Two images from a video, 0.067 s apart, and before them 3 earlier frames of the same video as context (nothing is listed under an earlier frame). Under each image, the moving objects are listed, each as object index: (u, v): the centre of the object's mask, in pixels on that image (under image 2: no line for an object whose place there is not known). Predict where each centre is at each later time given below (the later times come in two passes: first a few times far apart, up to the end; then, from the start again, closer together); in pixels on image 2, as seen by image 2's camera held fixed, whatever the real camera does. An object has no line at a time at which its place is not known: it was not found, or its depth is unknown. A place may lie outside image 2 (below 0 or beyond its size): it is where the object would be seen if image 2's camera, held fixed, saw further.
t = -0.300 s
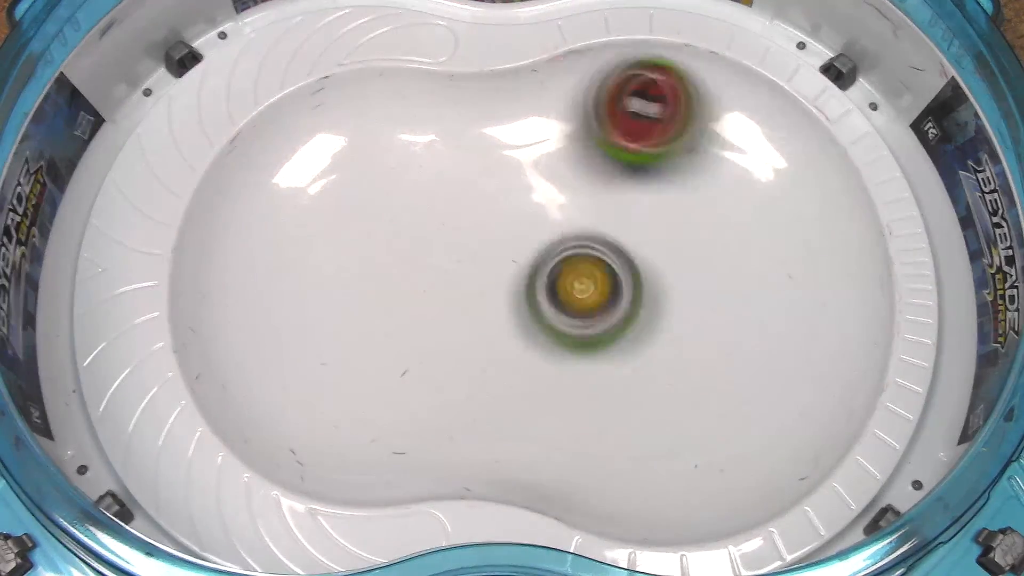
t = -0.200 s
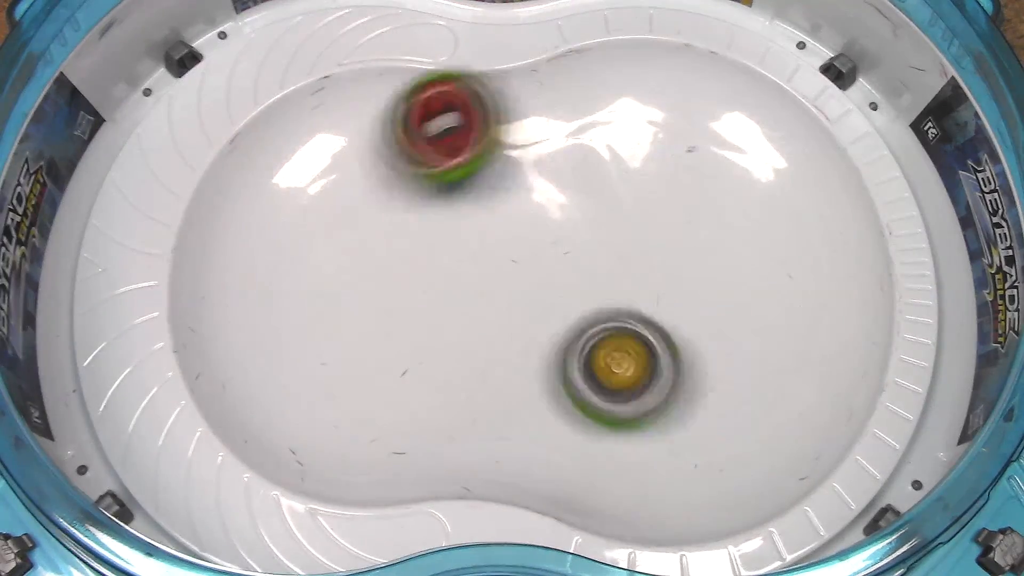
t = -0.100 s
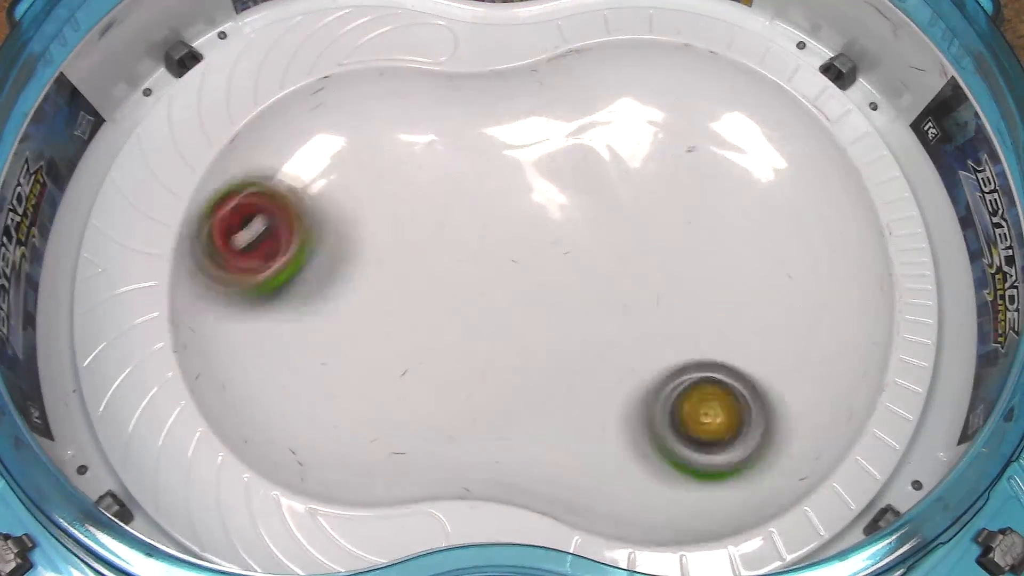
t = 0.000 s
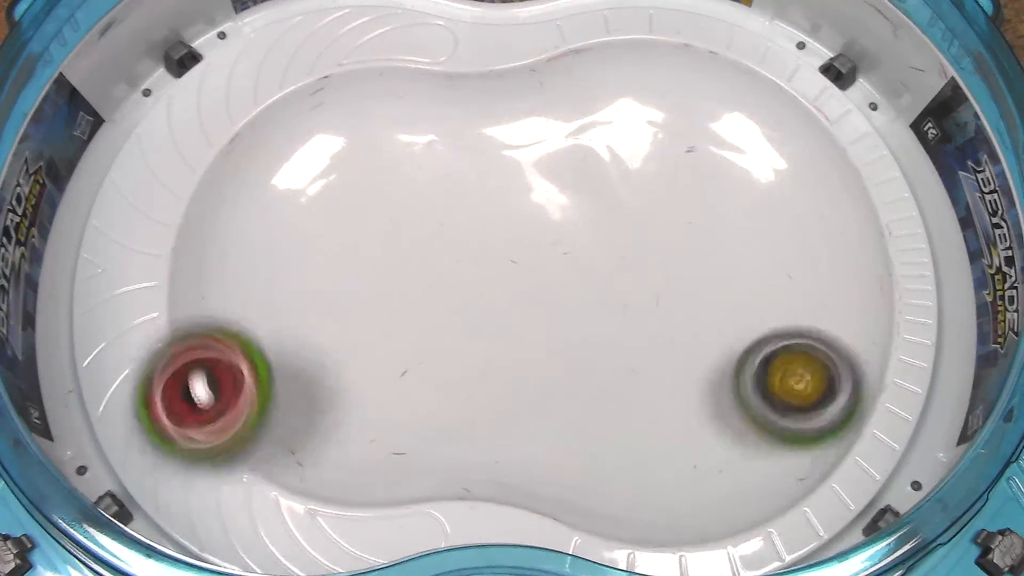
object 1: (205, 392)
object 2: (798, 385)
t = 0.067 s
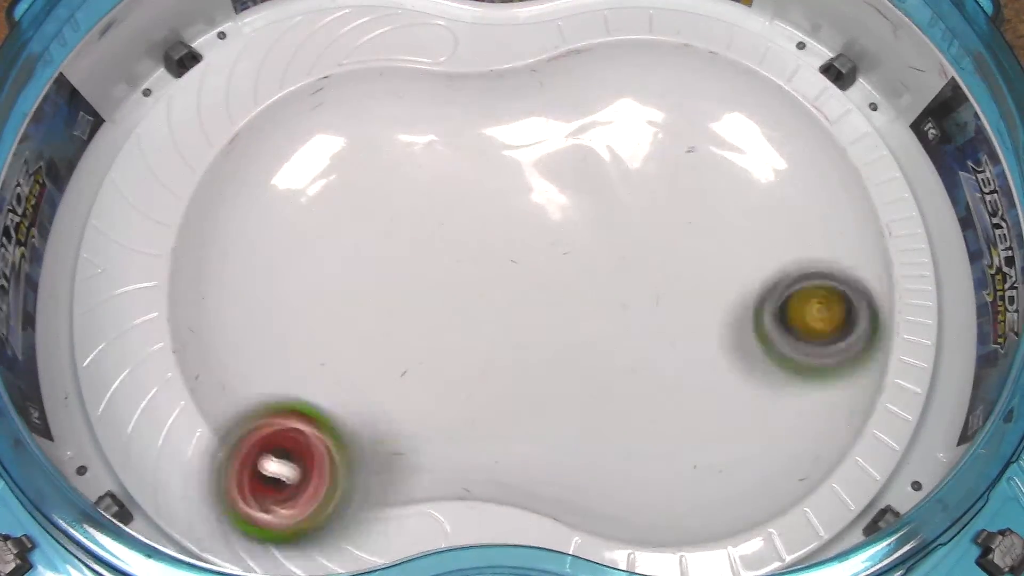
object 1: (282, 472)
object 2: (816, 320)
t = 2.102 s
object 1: (308, 374)
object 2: (751, 185)
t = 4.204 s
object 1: (713, 316)
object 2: (457, 326)
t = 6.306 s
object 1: (621, 178)
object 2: (744, 286)
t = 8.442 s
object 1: (369, 163)
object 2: (701, 259)
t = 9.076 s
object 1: (516, 364)
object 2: (631, 240)
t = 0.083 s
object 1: (309, 483)
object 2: (815, 300)
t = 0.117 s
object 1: (370, 502)
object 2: (801, 262)
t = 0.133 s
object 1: (397, 507)
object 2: (790, 243)
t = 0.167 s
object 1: (450, 514)
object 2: (764, 213)
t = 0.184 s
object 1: (478, 512)
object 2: (746, 199)
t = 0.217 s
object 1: (531, 499)
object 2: (706, 177)
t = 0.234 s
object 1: (555, 493)
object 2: (685, 169)
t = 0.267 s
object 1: (600, 482)
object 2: (646, 159)
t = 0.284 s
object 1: (621, 476)
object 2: (625, 156)
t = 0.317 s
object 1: (665, 448)
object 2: (582, 158)
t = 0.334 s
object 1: (690, 427)
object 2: (563, 161)
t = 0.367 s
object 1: (740, 377)
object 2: (524, 174)
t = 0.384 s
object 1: (764, 351)
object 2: (501, 182)
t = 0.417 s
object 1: (803, 292)
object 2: (461, 201)
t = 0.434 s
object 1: (820, 260)
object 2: (435, 212)
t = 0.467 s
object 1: (836, 192)
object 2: (397, 228)
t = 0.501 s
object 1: (824, 131)
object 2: (359, 246)
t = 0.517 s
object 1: (812, 101)
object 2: (342, 254)
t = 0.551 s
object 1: (773, 52)
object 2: (316, 271)
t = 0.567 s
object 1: (750, 39)
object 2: (303, 281)
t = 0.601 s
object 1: (698, 22)
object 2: (282, 304)
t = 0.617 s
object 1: (675, 16)
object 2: (275, 317)
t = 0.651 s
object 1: (639, 16)
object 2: (266, 344)
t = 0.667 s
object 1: (614, 20)
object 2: (265, 358)
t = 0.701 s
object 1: (572, 30)
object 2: (273, 385)
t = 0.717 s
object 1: (552, 37)
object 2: (280, 396)
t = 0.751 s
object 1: (511, 63)
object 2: (304, 415)
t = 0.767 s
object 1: (490, 86)
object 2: (322, 422)
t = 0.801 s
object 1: (448, 141)
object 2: (363, 425)
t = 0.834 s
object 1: (403, 196)
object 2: (407, 418)
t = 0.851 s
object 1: (382, 224)
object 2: (431, 409)
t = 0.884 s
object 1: (339, 283)
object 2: (471, 388)
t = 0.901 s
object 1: (319, 312)
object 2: (491, 376)
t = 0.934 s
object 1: (288, 368)
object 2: (525, 351)
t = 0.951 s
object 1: (275, 396)
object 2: (540, 338)
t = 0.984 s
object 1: (271, 430)
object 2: (570, 309)
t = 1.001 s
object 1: (274, 447)
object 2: (584, 294)
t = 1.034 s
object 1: (288, 472)
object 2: (607, 266)
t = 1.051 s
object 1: (299, 484)
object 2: (616, 254)
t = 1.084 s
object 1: (321, 509)
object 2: (635, 227)
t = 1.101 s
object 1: (330, 518)
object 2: (643, 214)
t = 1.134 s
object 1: (345, 532)
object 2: (656, 191)
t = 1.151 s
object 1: (350, 538)
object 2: (662, 180)
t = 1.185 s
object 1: (361, 530)
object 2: (668, 159)
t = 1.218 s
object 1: (369, 520)
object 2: (671, 142)
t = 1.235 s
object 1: (374, 517)
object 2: (671, 134)
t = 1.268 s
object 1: (379, 509)
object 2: (668, 124)
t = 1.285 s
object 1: (380, 508)
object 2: (666, 119)
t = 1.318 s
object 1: (379, 499)
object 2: (658, 116)
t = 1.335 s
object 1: (379, 496)
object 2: (653, 117)
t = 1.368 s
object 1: (382, 485)
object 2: (643, 121)
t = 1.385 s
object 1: (385, 478)
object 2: (636, 126)
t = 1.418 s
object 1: (392, 463)
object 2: (624, 136)
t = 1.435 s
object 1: (397, 452)
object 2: (618, 142)
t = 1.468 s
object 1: (406, 419)
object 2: (606, 155)
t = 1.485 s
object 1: (411, 398)
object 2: (603, 161)
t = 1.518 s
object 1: (425, 348)
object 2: (596, 174)
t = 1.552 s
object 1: (440, 302)
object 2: (593, 187)
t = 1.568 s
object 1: (448, 279)
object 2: (592, 193)
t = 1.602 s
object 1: (461, 237)
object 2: (591, 207)
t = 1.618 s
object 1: (466, 218)
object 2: (592, 213)
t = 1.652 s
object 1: (470, 181)
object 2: (598, 226)
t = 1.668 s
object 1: (468, 163)
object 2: (605, 235)
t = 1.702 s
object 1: (460, 131)
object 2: (623, 248)
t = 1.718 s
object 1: (456, 119)
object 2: (633, 253)
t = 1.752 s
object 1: (442, 99)
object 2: (657, 264)
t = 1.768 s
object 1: (434, 96)
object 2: (669, 267)
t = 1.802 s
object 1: (416, 102)
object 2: (694, 272)
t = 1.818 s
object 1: (405, 110)
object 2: (707, 273)
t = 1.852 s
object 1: (382, 129)
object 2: (729, 272)
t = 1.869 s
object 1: (369, 142)
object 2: (739, 269)
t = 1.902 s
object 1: (340, 167)
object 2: (757, 262)
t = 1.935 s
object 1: (311, 193)
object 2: (770, 251)
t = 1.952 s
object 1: (297, 208)
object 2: (774, 245)
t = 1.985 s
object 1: (278, 241)
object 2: (780, 231)
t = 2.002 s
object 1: (273, 259)
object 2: (780, 224)
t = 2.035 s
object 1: (270, 300)
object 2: (776, 209)
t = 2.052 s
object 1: (275, 318)
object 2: (772, 201)
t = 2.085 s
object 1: (294, 357)
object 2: (759, 189)
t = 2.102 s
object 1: (308, 374)
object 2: (751, 185)
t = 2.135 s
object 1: (347, 399)
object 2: (731, 180)
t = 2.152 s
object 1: (368, 406)
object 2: (721, 181)
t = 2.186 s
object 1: (415, 412)
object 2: (701, 185)
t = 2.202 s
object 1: (439, 410)
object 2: (690, 190)
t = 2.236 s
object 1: (490, 404)
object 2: (671, 202)
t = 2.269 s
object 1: (545, 390)
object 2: (653, 220)
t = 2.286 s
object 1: (573, 382)
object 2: (645, 230)
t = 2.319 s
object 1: (628, 367)
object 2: (631, 253)
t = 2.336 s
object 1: (653, 374)
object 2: (629, 255)
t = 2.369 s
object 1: (698, 388)
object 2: (628, 248)
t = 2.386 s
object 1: (718, 391)
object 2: (628, 246)
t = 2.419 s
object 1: (756, 388)
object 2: (628, 246)
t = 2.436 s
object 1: (772, 383)
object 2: (628, 247)
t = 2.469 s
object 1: (800, 365)
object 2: (626, 253)
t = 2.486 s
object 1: (810, 353)
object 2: (625, 258)
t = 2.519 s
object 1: (821, 323)
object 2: (621, 268)
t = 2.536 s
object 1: (823, 307)
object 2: (619, 275)
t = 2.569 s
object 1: (817, 270)
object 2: (615, 286)
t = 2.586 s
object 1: (810, 252)
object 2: (614, 292)
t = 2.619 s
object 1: (785, 213)
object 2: (612, 303)
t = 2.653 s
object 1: (748, 178)
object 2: (610, 314)
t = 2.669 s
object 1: (727, 164)
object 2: (609, 319)
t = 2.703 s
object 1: (681, 142)
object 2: (611, 328)
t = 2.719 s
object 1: (655, 133)
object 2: (612, 332)
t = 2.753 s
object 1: (605, 125)
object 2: (618, 339)
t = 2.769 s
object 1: (580, 124)
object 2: (621, 343)
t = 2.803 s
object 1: (532, 130)
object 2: (631, 349)
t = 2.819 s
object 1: (507, 137)
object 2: (635, 352)
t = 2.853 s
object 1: (456, 157)
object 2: (646, 355)
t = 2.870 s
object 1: (429, 169)
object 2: (650, 356)
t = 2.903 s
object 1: (376, 193)
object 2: (660, 354)
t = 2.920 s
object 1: (353, 205)
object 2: (665, 353)
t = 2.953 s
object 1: (308, 231)
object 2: (673, 348)
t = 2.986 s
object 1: (271, 262)
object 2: (680, 340)
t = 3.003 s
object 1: (255, 280)
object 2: (682, 335)
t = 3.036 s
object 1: (233, 319)
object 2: (685, 324)
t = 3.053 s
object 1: (228, 336)
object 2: (686, 318)
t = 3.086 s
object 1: (232, 372)
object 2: (686, 306)
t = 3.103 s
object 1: (242, 388)
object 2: (685, 300)
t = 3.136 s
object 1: (282, 418)
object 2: (683, 289)
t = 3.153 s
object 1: (304, 425)
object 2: (681, 283)
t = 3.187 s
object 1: (366, 428)
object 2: (677, 271)
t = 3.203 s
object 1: (397, 421)
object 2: (673, 265)
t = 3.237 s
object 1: (459, 405)
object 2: (666, 253)
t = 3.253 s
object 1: (495, 395)
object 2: (662, 247)
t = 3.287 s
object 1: (554, 372)
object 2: (653, 237)
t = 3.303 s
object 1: (583, 362)
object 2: (649, 233)
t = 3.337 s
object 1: (635, 338)
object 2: (640, 227)
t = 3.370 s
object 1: (674, 338)
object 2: (640, 198)
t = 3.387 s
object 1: (692, 338)
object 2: (640, 186)
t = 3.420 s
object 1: (723, 335)
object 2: (639, 161)
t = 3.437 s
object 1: (734, 331)
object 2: (639, 152)
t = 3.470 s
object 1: (750, 319)
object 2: (633, 137)
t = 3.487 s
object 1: (754, 312)
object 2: (631, 132)
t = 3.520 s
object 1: (758, 292)
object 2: (622, 125)
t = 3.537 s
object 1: (757, 280)
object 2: (616, 123)
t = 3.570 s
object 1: (749, 256)
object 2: (605, 124)
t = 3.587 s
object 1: (743, 242)
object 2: (599, 125)
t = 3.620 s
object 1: (726, 219)
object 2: (588, 132)
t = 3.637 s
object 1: (714, 209)
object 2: (584, 137)
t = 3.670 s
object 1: (690, 192)
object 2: (578, 147)
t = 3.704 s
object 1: (694, 205)
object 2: (552, 139)
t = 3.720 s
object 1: (697, 212)
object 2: (538, 136)
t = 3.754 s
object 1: (700, 228)
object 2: (515, 135)
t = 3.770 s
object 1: (703, 236)
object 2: (507, 134)
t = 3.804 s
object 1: (707, 250)
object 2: (490, 140)
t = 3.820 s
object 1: (709, 257)
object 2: (480, 143)
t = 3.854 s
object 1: (715, 268)
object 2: (464, 152)
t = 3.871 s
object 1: (720, 275)
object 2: (456, 160)
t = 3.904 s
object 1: (727, 284)
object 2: (440, 173)
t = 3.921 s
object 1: (730, 287)
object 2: (435, 179)
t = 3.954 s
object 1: (735, 294)
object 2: (425, 195)
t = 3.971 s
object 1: (737, 297)
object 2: (419, 202)
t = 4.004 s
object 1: (741, 301)
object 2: (416, 217)
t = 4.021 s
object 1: (742, 302)
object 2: (417, 226)
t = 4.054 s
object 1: (743, 305)
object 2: (419, 242)
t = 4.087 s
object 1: (740, 306)
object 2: (423, 259)
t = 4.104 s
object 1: (736, 307)
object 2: (428, 268)
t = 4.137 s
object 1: (730, 309)
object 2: (436, 288)
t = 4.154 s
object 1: (727, 311)
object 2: (439, 297)
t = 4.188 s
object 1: (718, 315)
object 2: (450, 316)
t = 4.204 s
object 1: (713, 316)
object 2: (457, 326)
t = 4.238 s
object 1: (702, 322)
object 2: (472, 343)
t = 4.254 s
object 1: (696, 325)
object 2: (481, 349)
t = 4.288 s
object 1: (684, 332)
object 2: (503, 363)
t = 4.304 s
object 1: (678, 335)
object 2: (515, 370)
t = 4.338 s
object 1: (666, 344)
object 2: (541, 378)
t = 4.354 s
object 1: (666, 349)
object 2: (546, 378)
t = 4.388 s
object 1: (685, 362)
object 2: (538, 375)
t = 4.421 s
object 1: (698, 372)
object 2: (529, 373)
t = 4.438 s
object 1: (701, 373)
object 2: (527, 367)
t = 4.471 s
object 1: (706, 377)
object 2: (522, 359)
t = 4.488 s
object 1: (706, 378)
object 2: (518, 352)
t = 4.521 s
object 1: (710, 377)
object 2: (512, 339)
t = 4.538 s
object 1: (709, 375)
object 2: (510, 332)
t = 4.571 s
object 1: (707, 370)
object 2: (504, 317)
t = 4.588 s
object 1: (705, 367)
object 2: (500, 310)
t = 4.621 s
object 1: (698, 358)
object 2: (490, 296)
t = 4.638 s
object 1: (694, 354)
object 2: (483, 288)
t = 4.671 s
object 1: (684, 347)
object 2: (468, 274)
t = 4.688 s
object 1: (679, 344)
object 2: (461, 268)
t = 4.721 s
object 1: (667, 337)
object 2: (444, 253)
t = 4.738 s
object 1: (660, 334)
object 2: (434, 245)
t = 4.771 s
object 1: (646, 329)
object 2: (417, 229)
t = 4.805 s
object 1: (632, 323)
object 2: (399, 212)
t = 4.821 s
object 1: (624, 319)
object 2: (388, 202)
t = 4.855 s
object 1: (611, 314)
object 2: (369, 186)
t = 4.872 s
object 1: (605, 312)
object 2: (362, 179)
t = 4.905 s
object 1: (591, 305)
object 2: (342, 167)
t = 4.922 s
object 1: (583, 301)
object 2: (332, 163)
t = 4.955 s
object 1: (567, 293)
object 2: (314, 158)
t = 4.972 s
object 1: (560, 288)
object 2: (304, 156)
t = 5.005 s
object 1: (545, 279)
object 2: (288, 160)
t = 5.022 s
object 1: (538, 276)
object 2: (284, 166)
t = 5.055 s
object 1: (523, 266)
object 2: (274, 177)
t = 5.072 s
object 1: (515, 260)
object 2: (271, 184)
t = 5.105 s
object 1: (500, 250)
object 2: (270, 202)
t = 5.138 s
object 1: (485, 240)
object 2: (274, 220)
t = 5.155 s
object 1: (477, 235)
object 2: (278, 228)
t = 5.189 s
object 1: (459, 226)
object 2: (292, 245)
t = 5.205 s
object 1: (450, 222)
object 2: (302, 251)
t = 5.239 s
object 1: (436, 213)
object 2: (317, 262)
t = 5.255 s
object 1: (442, 211)
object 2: (313, 267)
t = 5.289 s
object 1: (456, 200)
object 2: (306, 277)
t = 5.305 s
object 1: (463, 196)
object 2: (306, 282)
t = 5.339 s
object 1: (472, 191)
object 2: (313, 292)
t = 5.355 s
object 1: (476, 189)
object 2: (316, 297)
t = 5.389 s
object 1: (481, 185)
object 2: (326, 308)
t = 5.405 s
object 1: (484, 185)
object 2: (333, 311)
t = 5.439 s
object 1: (489, 185)
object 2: (344, 319)
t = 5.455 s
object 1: (491, 187)
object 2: (352, 322)
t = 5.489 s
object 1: (496, 193)
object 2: (366, 326)
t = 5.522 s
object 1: (503, 203)
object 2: (380, 330)
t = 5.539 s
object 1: (506, 207)
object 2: (388, 331)
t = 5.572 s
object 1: (518, 222)
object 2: (403, 334)
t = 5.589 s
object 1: (526, 229)
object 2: (412, 336)
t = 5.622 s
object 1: (543, 245)
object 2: (429, 339)
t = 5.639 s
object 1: (553, 255)
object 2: (438, 341)
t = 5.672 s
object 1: (574, 271)
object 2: (456, 343)
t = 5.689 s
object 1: (588, 281)
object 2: (465, 345)
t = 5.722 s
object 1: (613, 299)
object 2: (486, 346)
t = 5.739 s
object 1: (629, 307)
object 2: (496, 347)
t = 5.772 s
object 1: (658, 325)
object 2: (517, 347)
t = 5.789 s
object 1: (674, 331)
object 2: (527, 346)
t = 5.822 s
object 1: (706, 342)
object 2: (549, 347)
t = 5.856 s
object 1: (736, 344)
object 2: (572, 347)
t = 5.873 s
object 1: (752, 344)
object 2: (583, 346)
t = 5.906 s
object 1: (778, 338)
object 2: (604, 345)
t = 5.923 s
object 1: (789, 331)
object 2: (616, 344)
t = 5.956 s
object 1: (807, 316)
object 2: (636, 345)
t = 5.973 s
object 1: (810, 306)
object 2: (646, 343)
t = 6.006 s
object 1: (816, 283)
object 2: (666, 340)
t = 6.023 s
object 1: (816, 271)
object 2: (675, 338)
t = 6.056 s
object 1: (808, 248)
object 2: (693, 333)
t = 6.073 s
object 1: (801, 236)
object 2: (704, 330)
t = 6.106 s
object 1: (779, 215)
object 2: (718, 322)
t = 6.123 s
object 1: (772, 205)
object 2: (722, 321)
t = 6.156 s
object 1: (750, 183)
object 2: (728, 319)
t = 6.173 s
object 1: (736, 176)
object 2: (732, 315)
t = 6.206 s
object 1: (709, 166)
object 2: (737, 308)
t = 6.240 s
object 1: (680, 164)
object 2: (742, 302)
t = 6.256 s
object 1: (664, 166)
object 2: (743, 298)
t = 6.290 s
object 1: (635, 173)
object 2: (745, 291)
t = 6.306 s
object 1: (621, 178)
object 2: (744, 286)
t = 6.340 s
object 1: (594, 195)
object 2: (741, 280)
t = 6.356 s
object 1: (580, 202)
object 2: (739, 276)
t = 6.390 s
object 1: (553, 222)
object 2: (731, 270)
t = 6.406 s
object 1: (540, 231)
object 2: (728, 266)
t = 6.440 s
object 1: (519, 246)
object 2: (717, 260)
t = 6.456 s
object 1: (510, 256)
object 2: (713, 258)
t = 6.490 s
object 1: (494, 272)
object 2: (700, 253)
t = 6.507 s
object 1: (485, 280)
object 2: (694, 252)
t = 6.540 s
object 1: (472, 295)
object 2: (682, 247)
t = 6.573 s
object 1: (461, 310)
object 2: (667, 245)
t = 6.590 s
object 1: (455, 316)
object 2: (662, 244)
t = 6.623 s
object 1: (448, 329)
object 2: (646, 242)
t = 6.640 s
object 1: (446, 334)
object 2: (641, 242)
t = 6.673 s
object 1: (442, 343)
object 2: (627, 241)
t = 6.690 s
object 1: (442, 346)
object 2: (621, 242)
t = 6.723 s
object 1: (441, 351)
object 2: (609, 241)
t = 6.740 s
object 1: (443, 352)
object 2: (602, 241)
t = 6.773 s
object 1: (446, 353)
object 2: (591, 240)
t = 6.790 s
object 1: (448, 353)
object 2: (584, 240)
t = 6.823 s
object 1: (452, 348)
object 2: (573, 239)
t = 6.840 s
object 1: (453, 346)
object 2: (567, 239)
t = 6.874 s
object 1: (457, 340)
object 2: (556, 238)
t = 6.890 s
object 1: (459, 337)
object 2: (550, 237)
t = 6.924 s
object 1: (460, 330)
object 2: (541, 237)
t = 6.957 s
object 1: (457, 324)
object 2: (538, 233)
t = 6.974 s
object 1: (449, 322)
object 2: (540, 230)
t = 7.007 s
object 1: (439, 316)
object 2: (547, 224)
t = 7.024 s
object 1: (433, 311)
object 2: (549, 222)
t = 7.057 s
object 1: (423, 303)
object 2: (554, 220)
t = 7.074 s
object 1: (418, 296)
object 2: (554, 219)
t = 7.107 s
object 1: (408, 286)
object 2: (558, 216)
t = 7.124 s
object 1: (403, 278)
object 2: (559, 216)
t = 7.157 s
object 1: (392, 268)
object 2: (565, 217)
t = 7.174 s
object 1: (388, 260)
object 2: (566, 219)
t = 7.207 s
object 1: (376, 248)
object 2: (573, 224)
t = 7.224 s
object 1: (371, 241)
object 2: (576, 227)
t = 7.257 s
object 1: (359, 230)
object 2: (584, 234)
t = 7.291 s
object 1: (347, 220)
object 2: (593, 241)
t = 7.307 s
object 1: (341, 215)
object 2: (599, 246)
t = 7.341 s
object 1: (331, 211)
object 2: (610, 256)
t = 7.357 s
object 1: (325, 207)
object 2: (617, 262)
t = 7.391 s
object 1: (316, 206)
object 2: (629, 274)
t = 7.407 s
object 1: (312, 206)
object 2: (636, 280)
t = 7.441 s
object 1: (307, 210)
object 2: (647, 291)
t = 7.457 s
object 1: (306, 212)
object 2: (654, 298)
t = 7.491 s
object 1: (305, 220)
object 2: (666, 307)
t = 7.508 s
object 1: (306, 222)
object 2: (672, 313)
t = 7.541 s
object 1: (310, 230)
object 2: (682, 321)
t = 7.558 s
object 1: (315, 233)
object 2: (689, 327)
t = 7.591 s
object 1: (323, 240)
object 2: (697, 334)
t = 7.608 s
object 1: (332, 244)
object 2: (702, 338)
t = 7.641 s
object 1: (345, 249)
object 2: (709, 342)
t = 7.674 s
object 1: (359, 252)
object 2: (716, 347)
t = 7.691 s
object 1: (367, 252)
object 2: (718, 348)
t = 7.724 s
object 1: (383, 254)
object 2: (721, 350)
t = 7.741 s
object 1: (392, 254)
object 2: (722, 350)
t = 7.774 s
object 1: (409, 257)
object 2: (723, 350)
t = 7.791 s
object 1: (420, 258)
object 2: (722, 349)
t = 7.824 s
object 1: (438, 263)
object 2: (720, 347)
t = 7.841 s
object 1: (449, 265)
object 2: (718, 345)
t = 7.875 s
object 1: (468, 270)
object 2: (712, 341)
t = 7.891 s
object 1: (480, 273)
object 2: (708, 338)
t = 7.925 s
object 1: (501, 280)
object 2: (701, 333)
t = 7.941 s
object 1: (513, 284)
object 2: (697, 330)
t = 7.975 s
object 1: (536, 290)
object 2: (688, 324)
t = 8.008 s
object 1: (557, 297)
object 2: (680, 318)
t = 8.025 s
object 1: (560, 290)
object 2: (682, 318)
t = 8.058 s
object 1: (547, 274)
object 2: (706, 332)
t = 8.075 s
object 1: (540, 266)
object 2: (715, 335)
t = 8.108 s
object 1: (528, 254)
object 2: (732, 343)
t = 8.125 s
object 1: (520, 247)
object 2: (736, 343)
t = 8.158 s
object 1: (505, 234)
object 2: (741, 344)
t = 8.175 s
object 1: (498, 228)
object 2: (742, 342)
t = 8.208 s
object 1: (482, 216)
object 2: (740, 336)
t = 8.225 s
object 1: (476, 210)
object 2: (737, 330)
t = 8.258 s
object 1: (459, 199)
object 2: (734, 318)
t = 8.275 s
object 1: (450, 193)
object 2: (733, 312)
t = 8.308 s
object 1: (434, 186)
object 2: (729, 301)
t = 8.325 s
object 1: (426, 181)
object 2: (726, 295)
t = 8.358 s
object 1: (410, 173)
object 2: (719, 285)
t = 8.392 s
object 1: (393, 167)
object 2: (713, 275)
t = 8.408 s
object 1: (387, 166)
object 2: (709, 271)
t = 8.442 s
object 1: (369, 163)
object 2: (701, 259)
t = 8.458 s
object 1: (362, 163)
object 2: (697, 254)
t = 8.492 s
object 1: (346, 169)
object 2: (687, 244)
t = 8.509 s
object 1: (339, 171)
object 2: (685, 239)
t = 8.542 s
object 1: (330, 182)
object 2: (676, 230)
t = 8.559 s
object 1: (323, 188)
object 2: (670, 225)
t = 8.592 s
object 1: (317, 200)
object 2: (664, 216)
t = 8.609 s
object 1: (313, 209)
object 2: (661, 212)
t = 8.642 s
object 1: (312, 227)
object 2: (653, 203)
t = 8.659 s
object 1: (313, 236)
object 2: (649, 200)
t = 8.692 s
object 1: (315, 252)
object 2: (642, 193)
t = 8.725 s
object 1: (323, 272)
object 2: (636, 188)
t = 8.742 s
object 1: (327, 280)
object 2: (634, 187)
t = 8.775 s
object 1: (338, 295)
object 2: (629, 185)
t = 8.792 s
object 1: (344, 303)
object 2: (627, 186)
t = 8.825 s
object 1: (358, 316)
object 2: (623, 188)
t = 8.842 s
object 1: (366, 322)
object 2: (622, 188)
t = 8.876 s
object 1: (380, 332)
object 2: (622, 193)
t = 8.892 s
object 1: (390, 336)
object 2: (620, 195)
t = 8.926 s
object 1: (408, 347)
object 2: (621, 201)
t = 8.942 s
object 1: (418, 350)
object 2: (622, 205)
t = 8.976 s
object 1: (440, 357)
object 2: (623, 211)
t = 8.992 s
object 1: (450, 359)
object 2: (624, 216)
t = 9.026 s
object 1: (476, 365)
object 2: (626, 226)
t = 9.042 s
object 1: (489, 366)
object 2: (628, 231)
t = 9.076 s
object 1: (516, 364)
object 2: (631, 240)
